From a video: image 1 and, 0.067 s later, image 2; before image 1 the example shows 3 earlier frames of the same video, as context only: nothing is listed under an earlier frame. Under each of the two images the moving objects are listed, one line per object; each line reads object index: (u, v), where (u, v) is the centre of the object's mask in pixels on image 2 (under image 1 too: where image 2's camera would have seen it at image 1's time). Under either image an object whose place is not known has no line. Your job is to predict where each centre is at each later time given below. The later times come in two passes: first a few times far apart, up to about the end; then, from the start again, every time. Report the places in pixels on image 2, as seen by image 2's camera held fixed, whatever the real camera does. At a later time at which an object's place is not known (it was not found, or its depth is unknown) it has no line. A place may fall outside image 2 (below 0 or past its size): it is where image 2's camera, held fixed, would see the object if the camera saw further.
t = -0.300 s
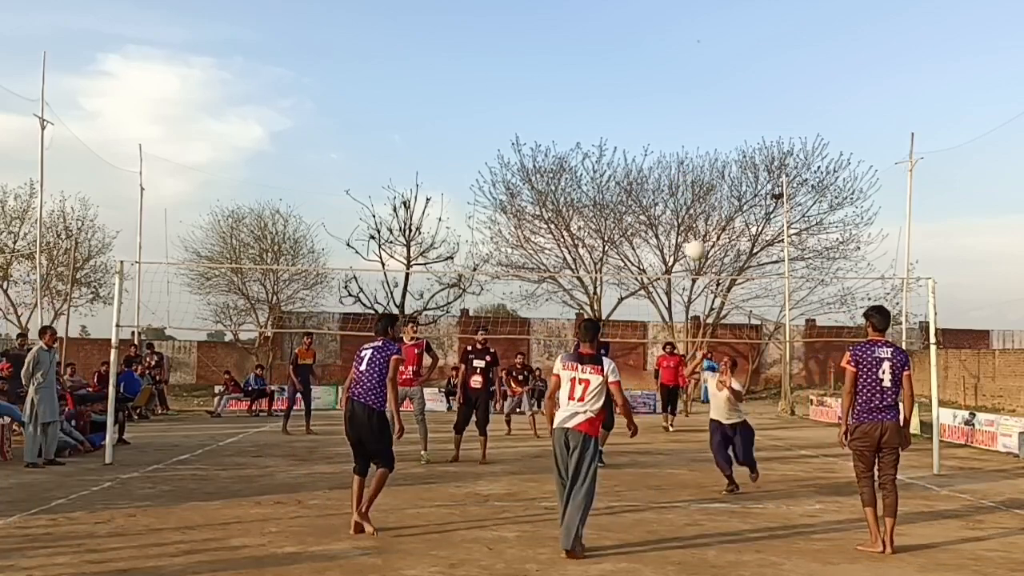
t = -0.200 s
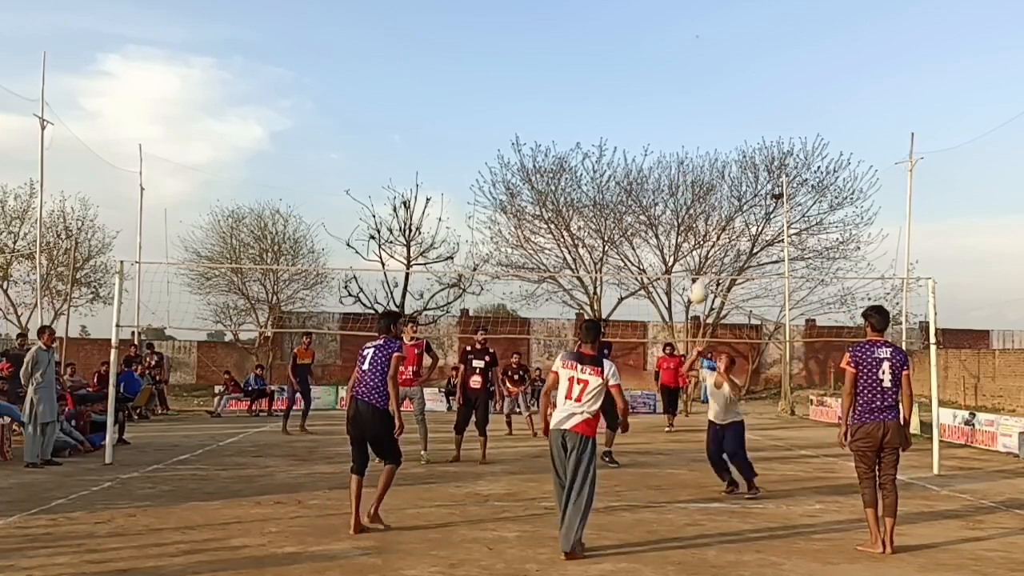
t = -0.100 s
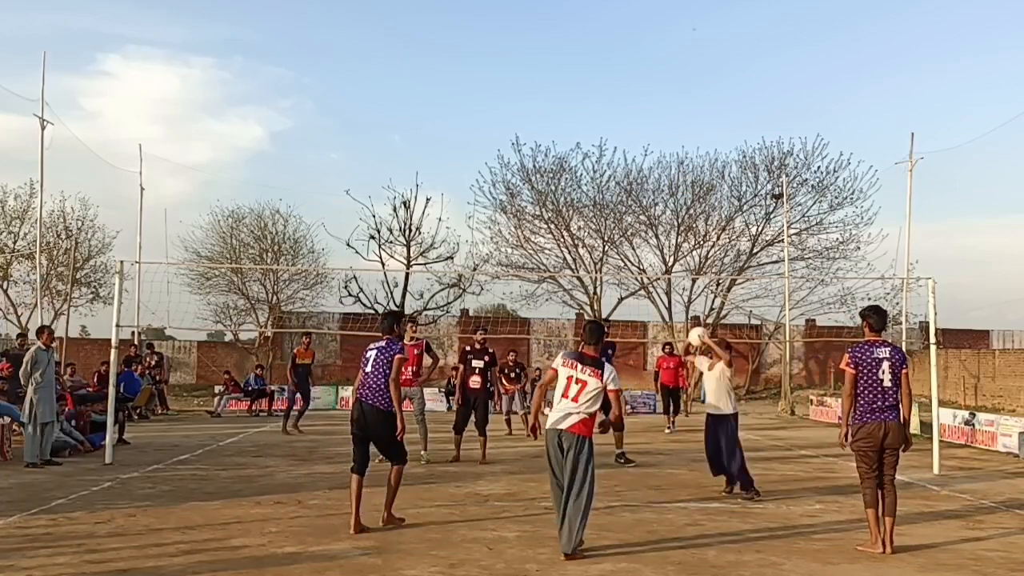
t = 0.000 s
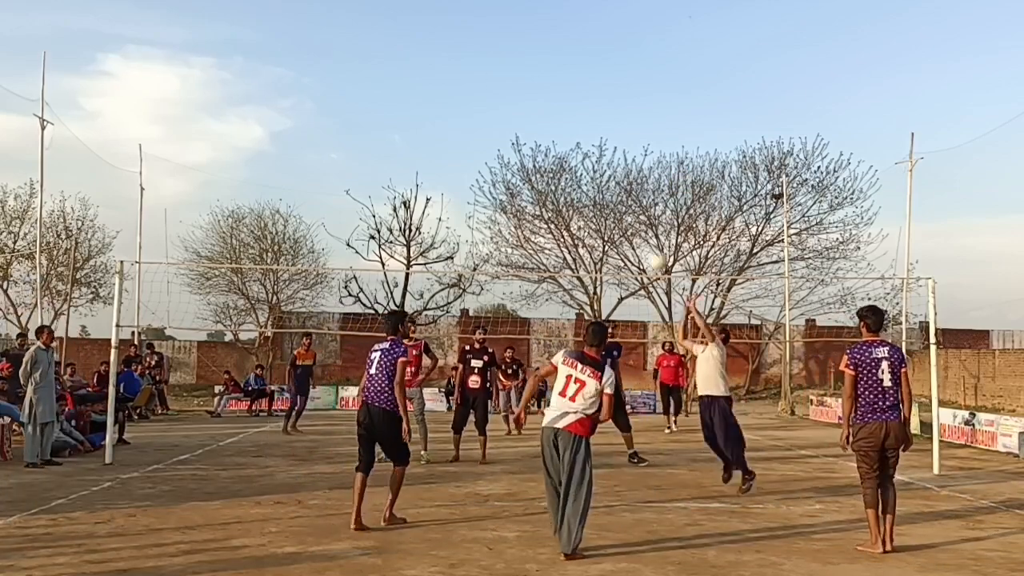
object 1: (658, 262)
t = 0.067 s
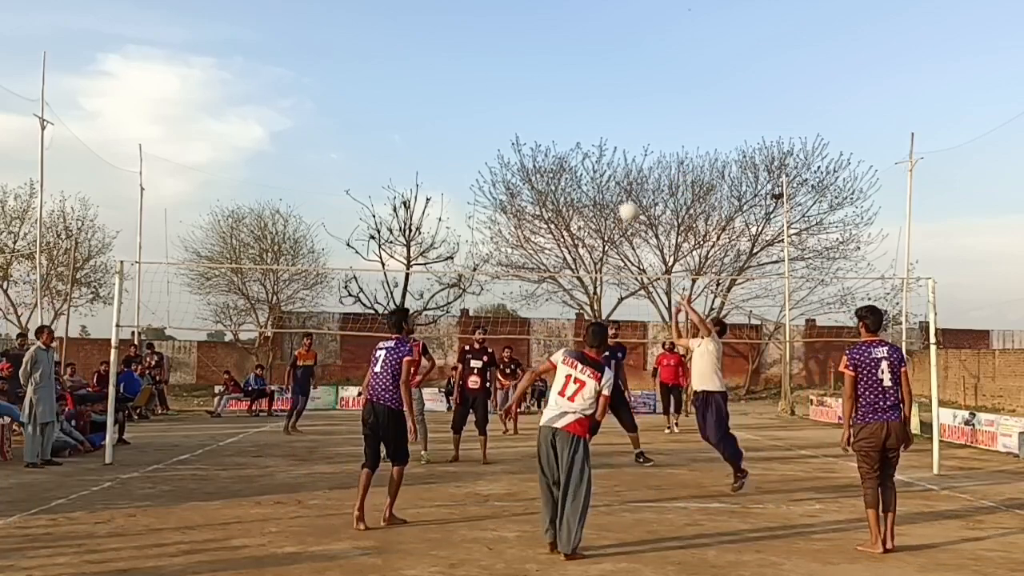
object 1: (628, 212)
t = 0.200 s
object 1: (574, 129)
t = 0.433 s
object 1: (485, 33)
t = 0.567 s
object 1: (437, 6)
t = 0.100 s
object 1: (614, 189)
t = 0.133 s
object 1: (600, 168)
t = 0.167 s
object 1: (587, 148)
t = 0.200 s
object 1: (574, 129)
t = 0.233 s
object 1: (561, 112)
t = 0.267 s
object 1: (548, 96)
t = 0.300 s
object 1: (535, 82)
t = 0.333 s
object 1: (522, 67)
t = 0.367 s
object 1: (509, 55)
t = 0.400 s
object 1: (497, 43)
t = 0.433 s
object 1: (485, 33)
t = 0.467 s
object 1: (473, 24)
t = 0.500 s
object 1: (461, 16)
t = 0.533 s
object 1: (449, 9)
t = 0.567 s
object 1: (437, 6)
